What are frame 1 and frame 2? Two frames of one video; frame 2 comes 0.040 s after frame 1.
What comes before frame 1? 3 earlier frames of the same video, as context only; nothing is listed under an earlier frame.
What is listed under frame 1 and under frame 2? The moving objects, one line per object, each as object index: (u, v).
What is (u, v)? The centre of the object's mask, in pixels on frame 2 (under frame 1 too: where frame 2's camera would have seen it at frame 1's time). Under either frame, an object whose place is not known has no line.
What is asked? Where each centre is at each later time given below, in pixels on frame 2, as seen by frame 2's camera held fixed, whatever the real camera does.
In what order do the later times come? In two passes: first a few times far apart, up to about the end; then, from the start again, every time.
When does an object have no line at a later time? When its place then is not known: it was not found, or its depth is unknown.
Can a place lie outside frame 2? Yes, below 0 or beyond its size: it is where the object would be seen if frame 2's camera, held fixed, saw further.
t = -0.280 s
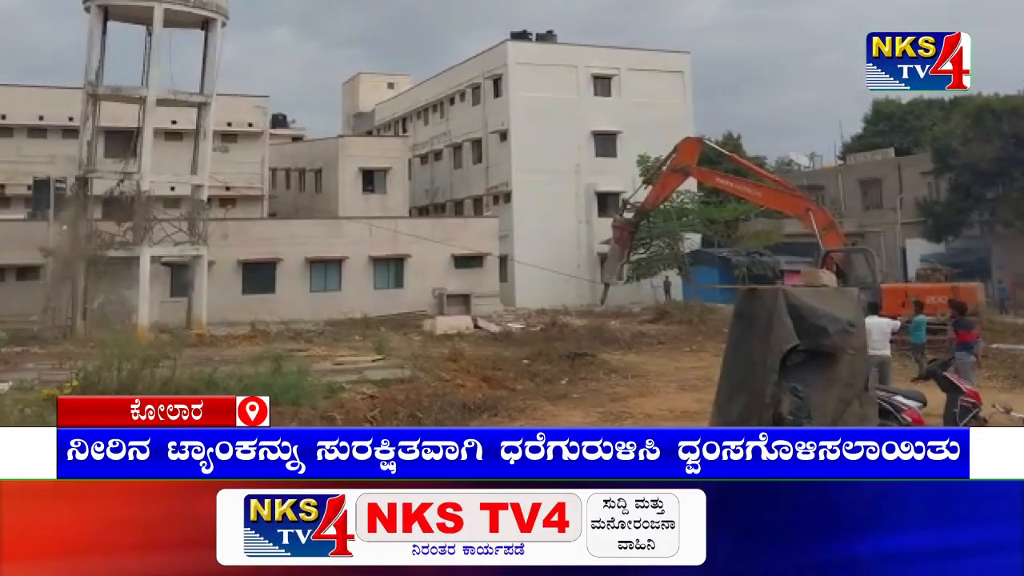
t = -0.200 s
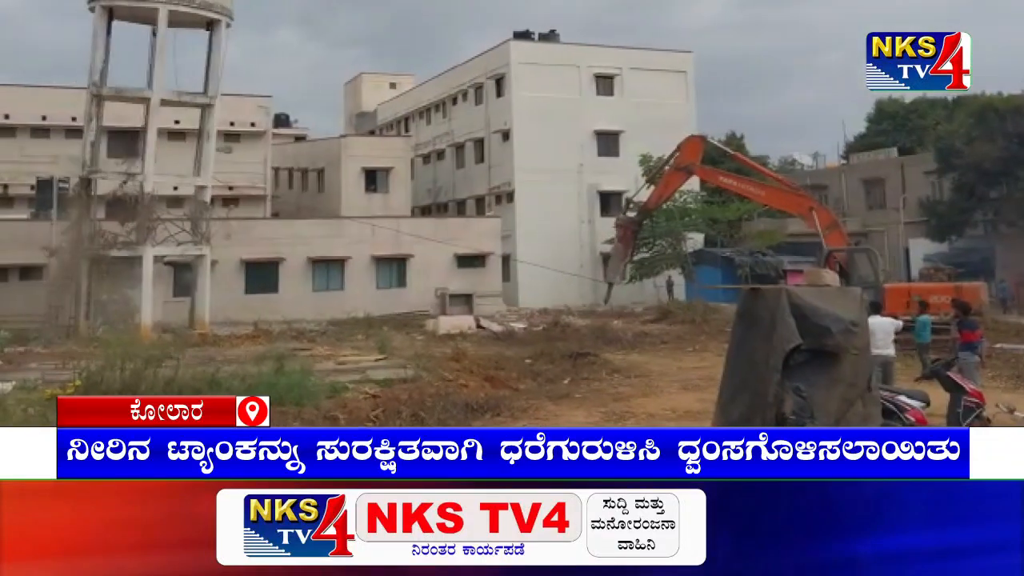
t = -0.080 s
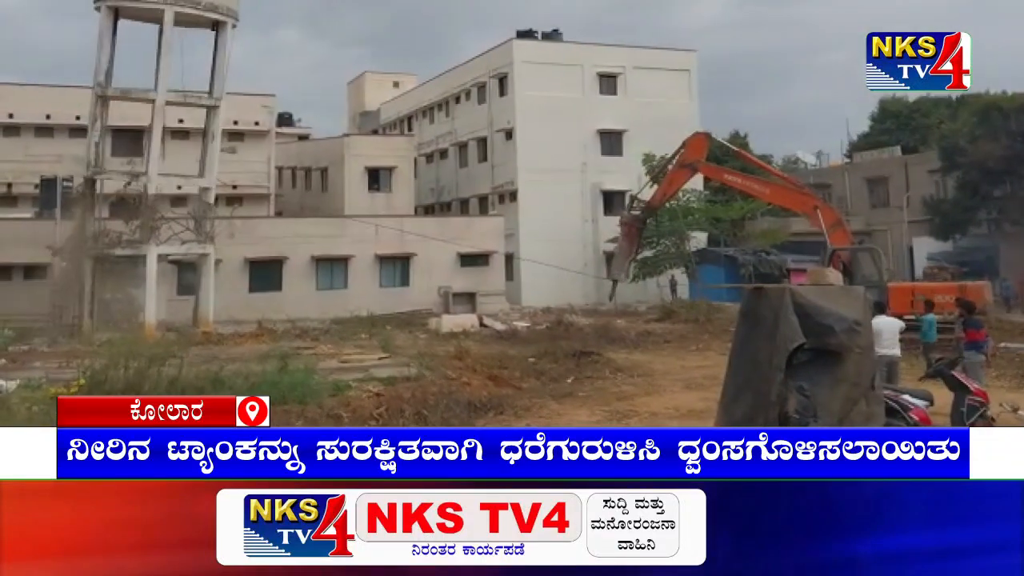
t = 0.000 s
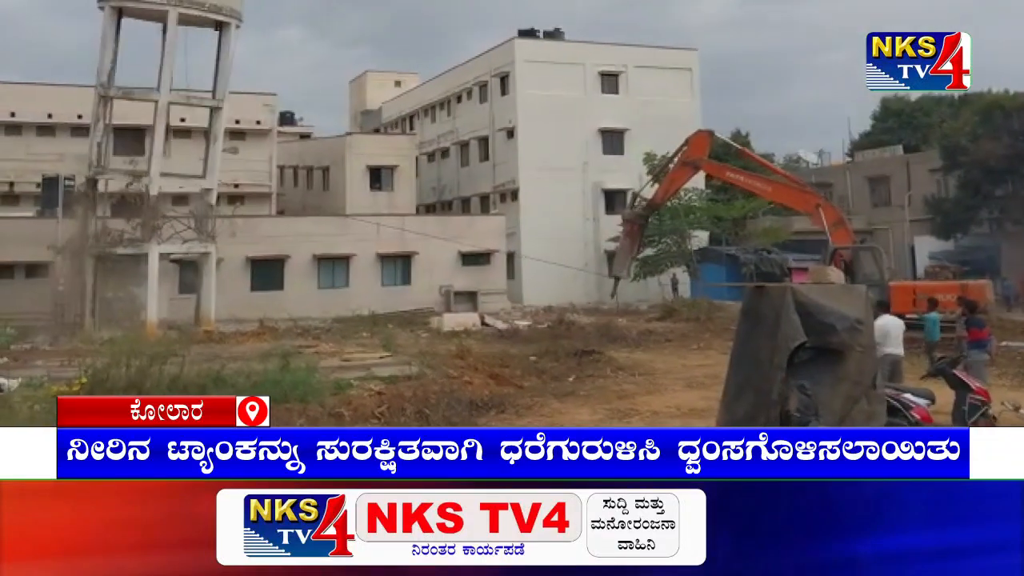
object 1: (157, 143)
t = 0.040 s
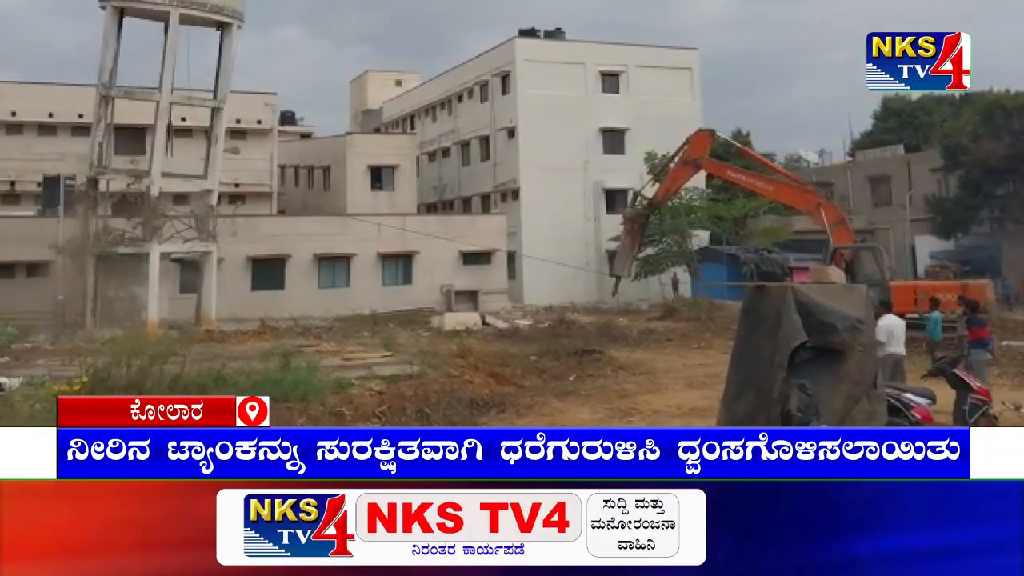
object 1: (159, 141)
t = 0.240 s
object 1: (162, 141)
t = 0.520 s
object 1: (166, 142)
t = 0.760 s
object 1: (171, 144)
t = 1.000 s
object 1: (179, 148)
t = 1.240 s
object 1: (190, 152)
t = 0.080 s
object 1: (160, 141)
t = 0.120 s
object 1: (160, 141)
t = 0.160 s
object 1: (160, 142)
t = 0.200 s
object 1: (161, 141)
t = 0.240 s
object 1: (162, 141)
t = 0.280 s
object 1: (163, 141)
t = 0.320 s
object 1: (163, 140)
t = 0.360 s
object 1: (164, 141)
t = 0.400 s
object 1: (163, 143)
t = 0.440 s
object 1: (165, 142)
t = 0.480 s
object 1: (164, 145)
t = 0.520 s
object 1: (166, 142)
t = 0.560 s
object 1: (167, 142)
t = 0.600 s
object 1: (168, 141)
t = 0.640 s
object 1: (169, 142)
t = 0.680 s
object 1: (170, 143)
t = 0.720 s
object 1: (170, 144)
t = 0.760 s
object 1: (171, 144)
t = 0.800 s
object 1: (172, 145)
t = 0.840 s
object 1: (172, 148)
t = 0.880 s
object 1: (175, 146)
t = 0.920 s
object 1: (176, 146)
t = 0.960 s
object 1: (177, 147)
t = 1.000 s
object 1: (179, 148)
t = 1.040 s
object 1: (180, 149)
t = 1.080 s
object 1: (182, 149)
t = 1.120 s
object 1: (183, 150)
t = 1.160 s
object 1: (185, 151)
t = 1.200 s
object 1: (187, 152)
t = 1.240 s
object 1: (190, 152)
